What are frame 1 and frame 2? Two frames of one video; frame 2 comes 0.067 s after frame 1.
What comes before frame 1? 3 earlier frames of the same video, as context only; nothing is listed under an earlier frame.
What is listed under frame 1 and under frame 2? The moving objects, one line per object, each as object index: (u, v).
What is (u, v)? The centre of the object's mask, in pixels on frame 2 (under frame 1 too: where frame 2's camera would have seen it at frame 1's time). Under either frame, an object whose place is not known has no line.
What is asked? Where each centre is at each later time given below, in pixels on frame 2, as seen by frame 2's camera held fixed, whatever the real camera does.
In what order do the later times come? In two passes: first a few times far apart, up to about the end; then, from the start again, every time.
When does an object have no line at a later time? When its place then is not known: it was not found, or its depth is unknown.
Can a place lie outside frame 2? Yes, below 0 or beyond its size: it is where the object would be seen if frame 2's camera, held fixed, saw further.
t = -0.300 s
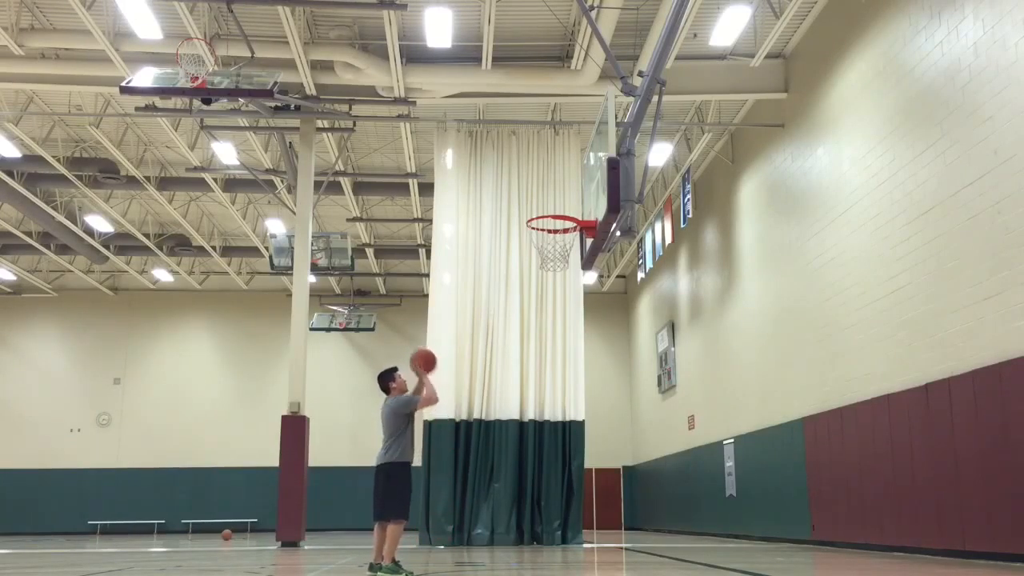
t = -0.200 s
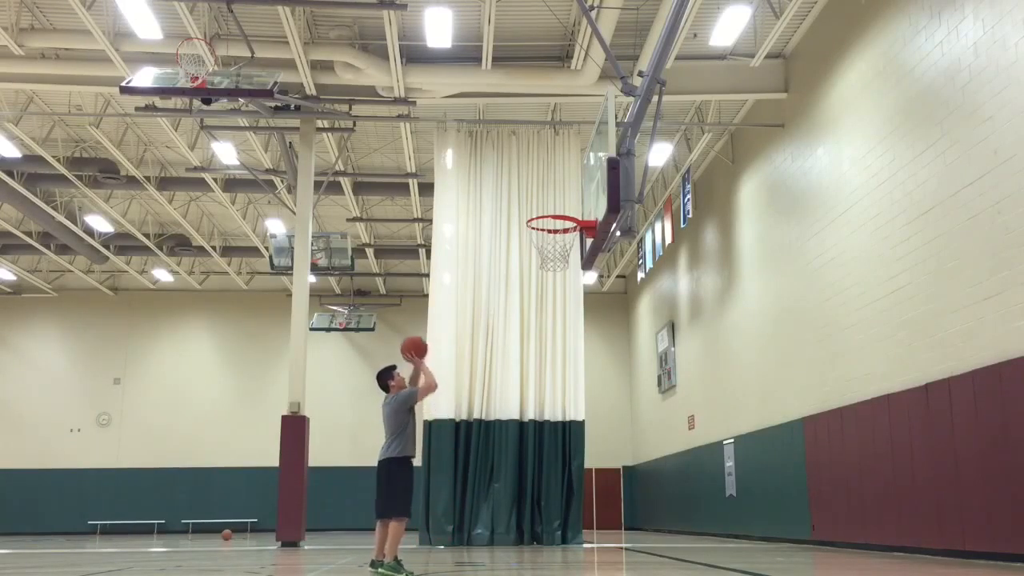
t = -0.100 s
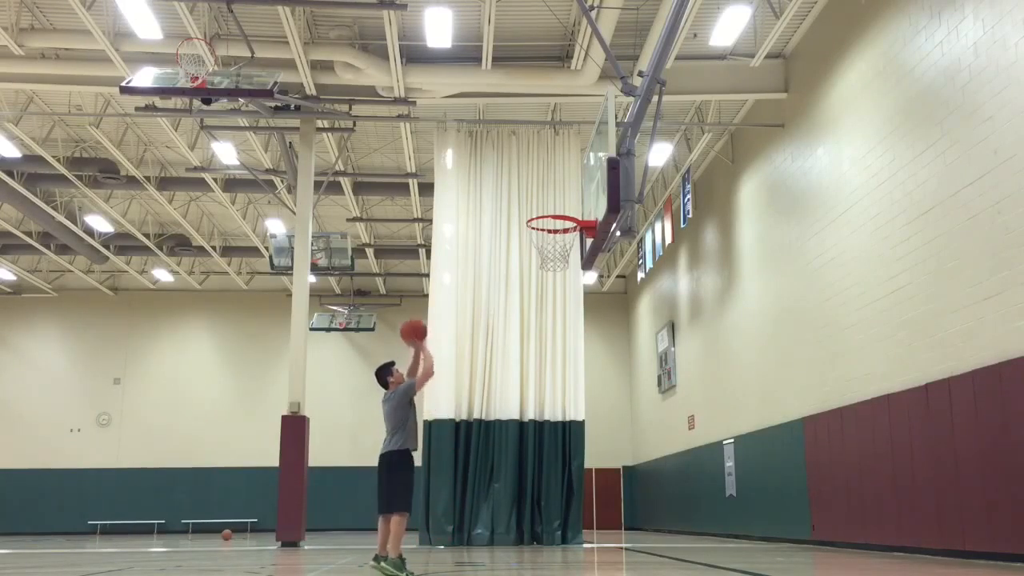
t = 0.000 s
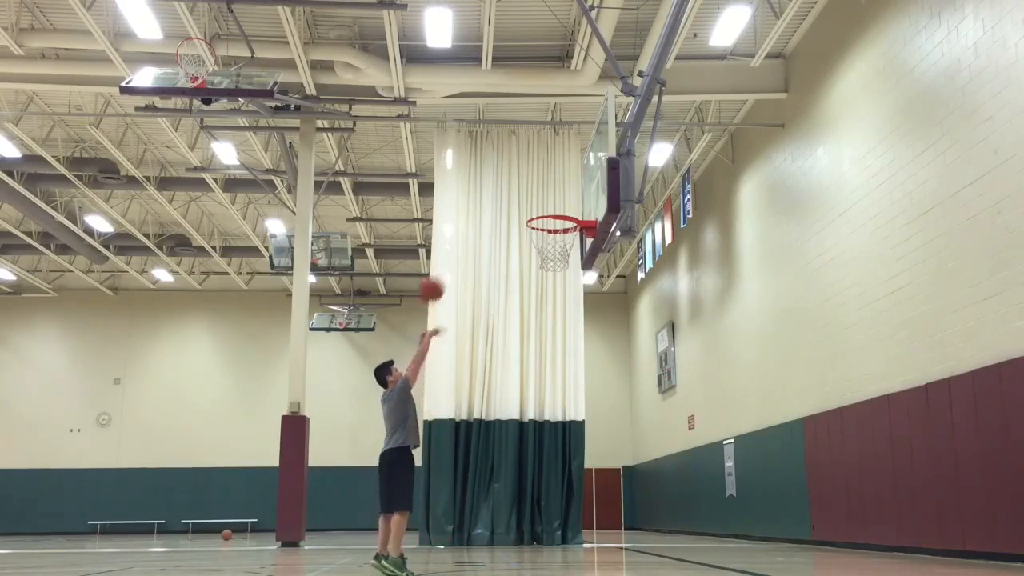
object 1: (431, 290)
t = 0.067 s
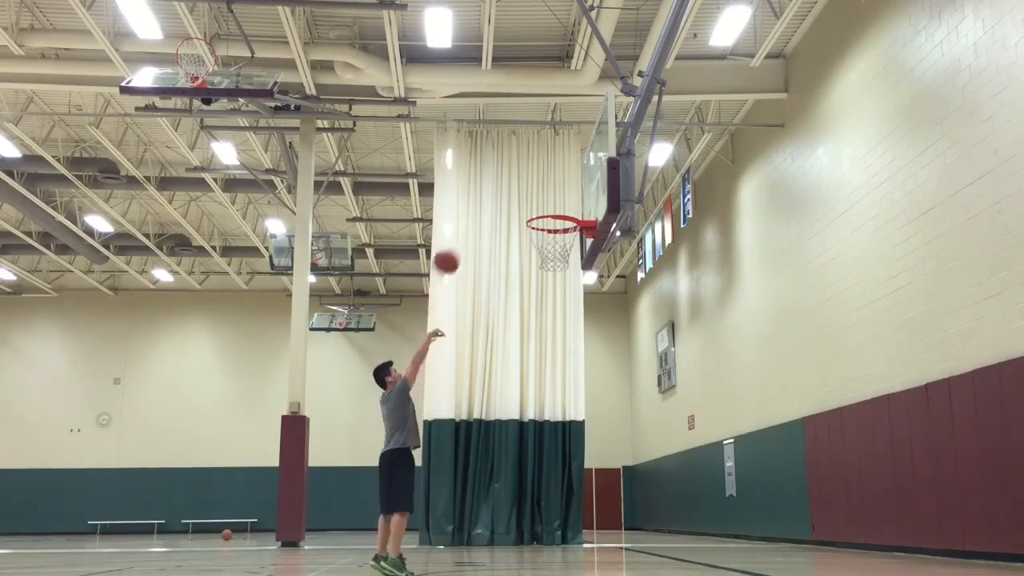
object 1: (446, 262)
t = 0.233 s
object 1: (483, 214)
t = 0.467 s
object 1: (533, 195)
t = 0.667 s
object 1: (557, 216)
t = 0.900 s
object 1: (561, 230)
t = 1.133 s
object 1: (563, 279)
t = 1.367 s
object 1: (560, 376)
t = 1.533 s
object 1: (559, 483)
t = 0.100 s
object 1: (453, 250)
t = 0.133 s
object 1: (461, 240)
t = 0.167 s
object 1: (468, 230)
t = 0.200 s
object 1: (475, 221)
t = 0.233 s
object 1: (483, 214)
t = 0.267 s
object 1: (490, 208)
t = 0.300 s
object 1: (497, 203)
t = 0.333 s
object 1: (504, 199)
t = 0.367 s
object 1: (512, 197)
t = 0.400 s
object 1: (519, 195)
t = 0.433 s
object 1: (526, 195)
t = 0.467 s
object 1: (533, 195)
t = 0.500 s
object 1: (540, 197)
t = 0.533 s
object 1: (548, 200)
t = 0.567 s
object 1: (555, 203)
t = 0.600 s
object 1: (562, 210)
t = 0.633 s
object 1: (564, 214)
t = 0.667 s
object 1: (557, 216)
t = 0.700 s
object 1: (551, 219)
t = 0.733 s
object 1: (544, 223)
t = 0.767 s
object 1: (545, 223)
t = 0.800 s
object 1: (550, 223)
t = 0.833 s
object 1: (554, 224)
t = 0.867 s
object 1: (558, 227)
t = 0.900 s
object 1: (561, 230)
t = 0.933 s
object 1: (563, 236)
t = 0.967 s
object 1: (564, 242)
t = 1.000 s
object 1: (565, 250)
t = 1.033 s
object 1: (564, 255)
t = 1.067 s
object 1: (564, 262)
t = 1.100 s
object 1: (564, 270)
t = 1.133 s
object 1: (563, 279)
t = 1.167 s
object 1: (562, 289)
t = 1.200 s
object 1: (562, 301)
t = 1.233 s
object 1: (561, 313)
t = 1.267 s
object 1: (561, 327)
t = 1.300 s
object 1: (560, 342)
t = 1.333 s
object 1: (560, 359)
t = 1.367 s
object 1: (560, 376)
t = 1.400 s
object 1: (559, 395)
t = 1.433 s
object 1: (559, 417)
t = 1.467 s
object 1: (560, 437)
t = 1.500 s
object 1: (559, 459)
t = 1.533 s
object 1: (559, 483)
